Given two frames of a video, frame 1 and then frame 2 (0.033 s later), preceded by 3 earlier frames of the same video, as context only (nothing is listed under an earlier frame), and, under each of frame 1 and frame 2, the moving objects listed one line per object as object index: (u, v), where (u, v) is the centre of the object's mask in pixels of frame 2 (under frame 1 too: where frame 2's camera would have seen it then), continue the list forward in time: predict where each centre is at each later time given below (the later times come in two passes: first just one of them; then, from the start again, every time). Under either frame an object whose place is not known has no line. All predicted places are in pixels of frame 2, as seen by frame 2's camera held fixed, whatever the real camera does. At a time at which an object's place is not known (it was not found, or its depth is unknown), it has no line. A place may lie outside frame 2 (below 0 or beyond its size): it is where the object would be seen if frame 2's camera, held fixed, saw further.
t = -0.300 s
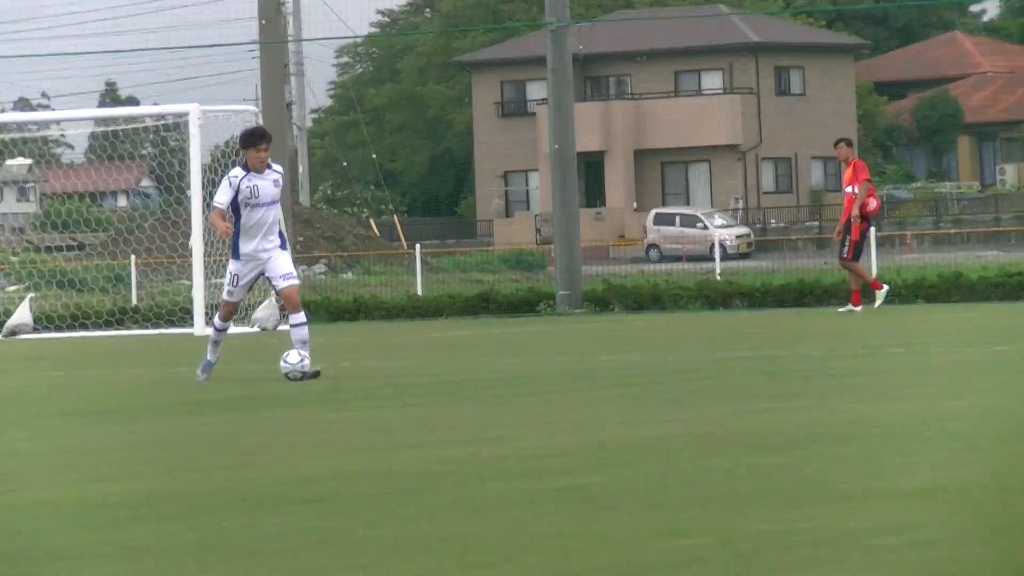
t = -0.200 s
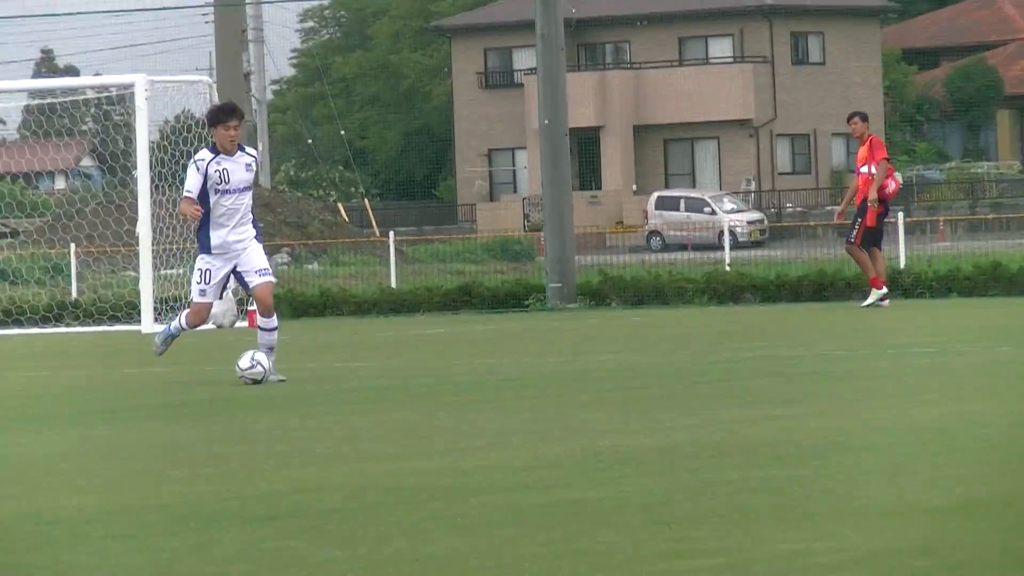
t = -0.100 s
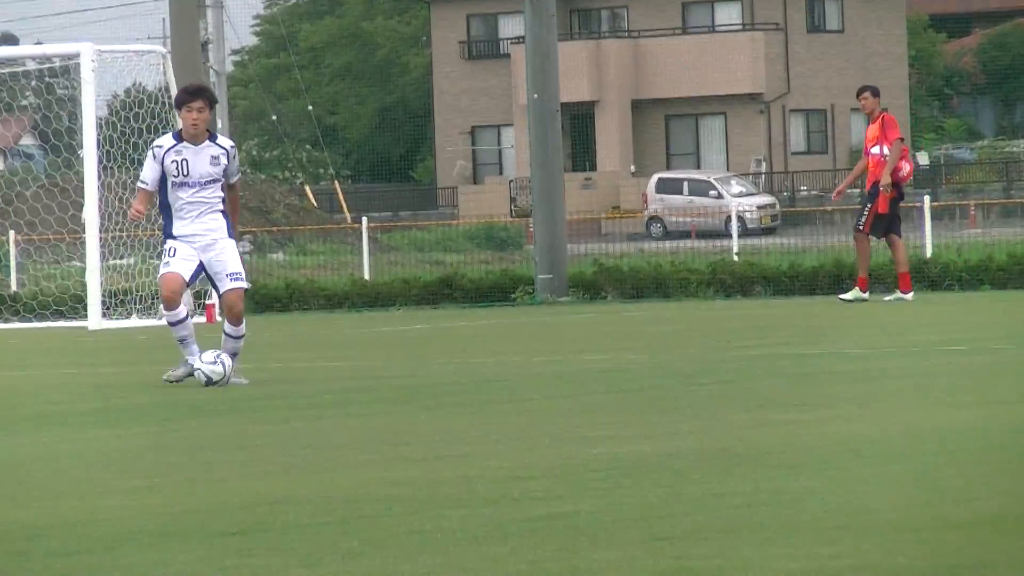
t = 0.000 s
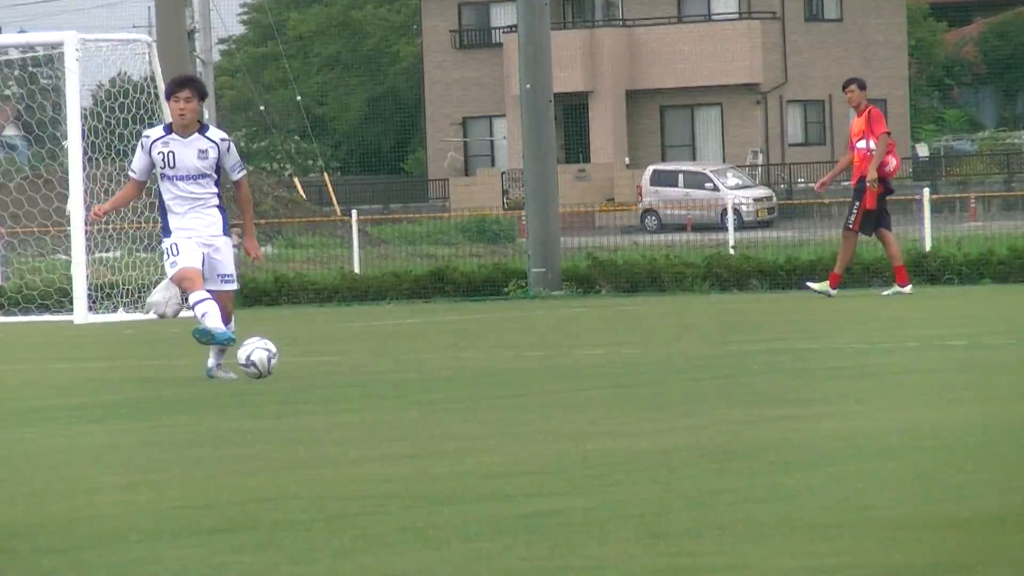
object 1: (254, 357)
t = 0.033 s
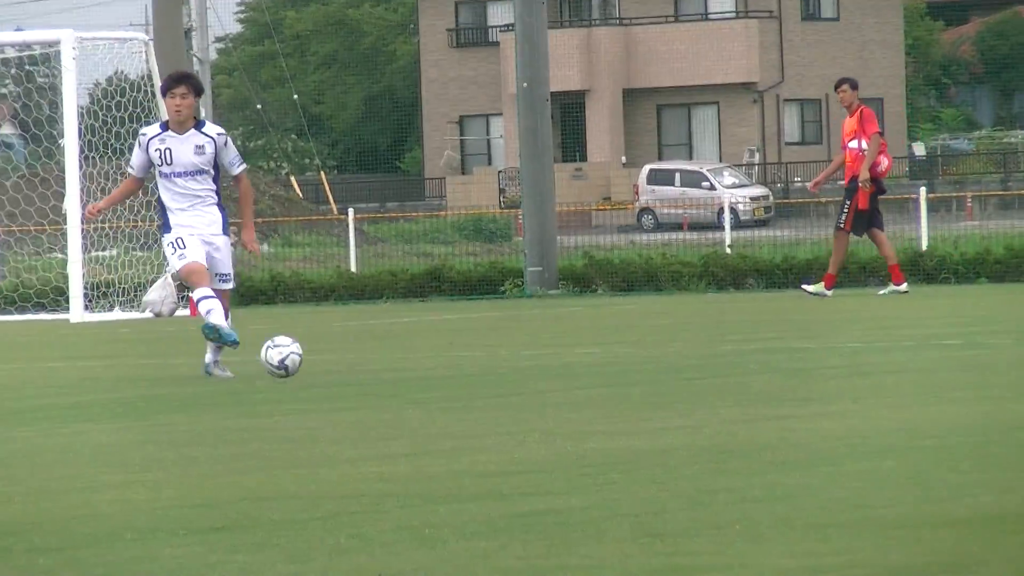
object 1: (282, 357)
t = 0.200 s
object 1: (435, 361)
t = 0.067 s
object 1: (311, 359)
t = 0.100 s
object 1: (342, 363)
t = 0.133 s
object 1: (373, 368)
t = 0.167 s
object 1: (404, 365)
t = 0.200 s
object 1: (435, 361)
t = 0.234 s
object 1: (466, 359)
